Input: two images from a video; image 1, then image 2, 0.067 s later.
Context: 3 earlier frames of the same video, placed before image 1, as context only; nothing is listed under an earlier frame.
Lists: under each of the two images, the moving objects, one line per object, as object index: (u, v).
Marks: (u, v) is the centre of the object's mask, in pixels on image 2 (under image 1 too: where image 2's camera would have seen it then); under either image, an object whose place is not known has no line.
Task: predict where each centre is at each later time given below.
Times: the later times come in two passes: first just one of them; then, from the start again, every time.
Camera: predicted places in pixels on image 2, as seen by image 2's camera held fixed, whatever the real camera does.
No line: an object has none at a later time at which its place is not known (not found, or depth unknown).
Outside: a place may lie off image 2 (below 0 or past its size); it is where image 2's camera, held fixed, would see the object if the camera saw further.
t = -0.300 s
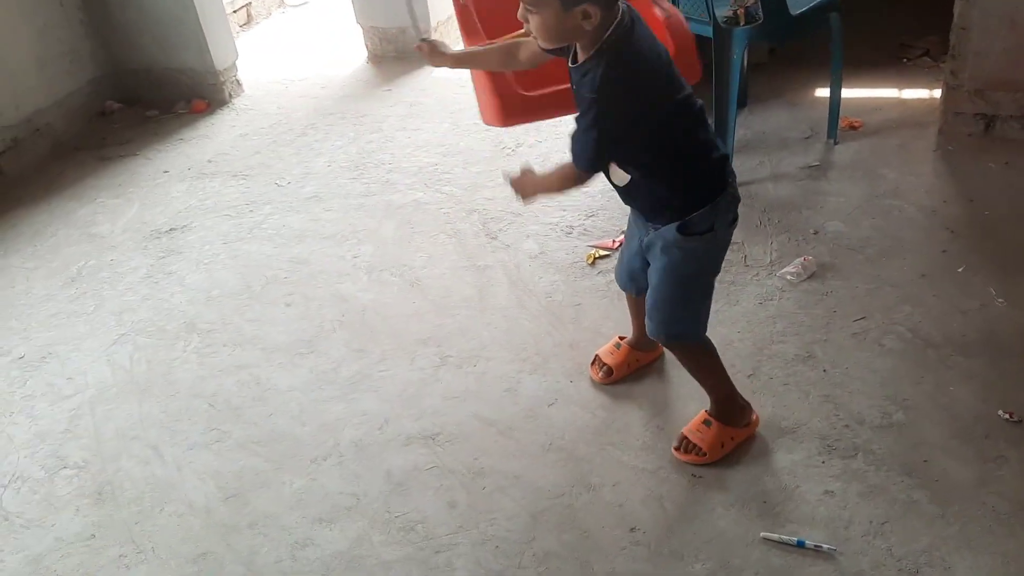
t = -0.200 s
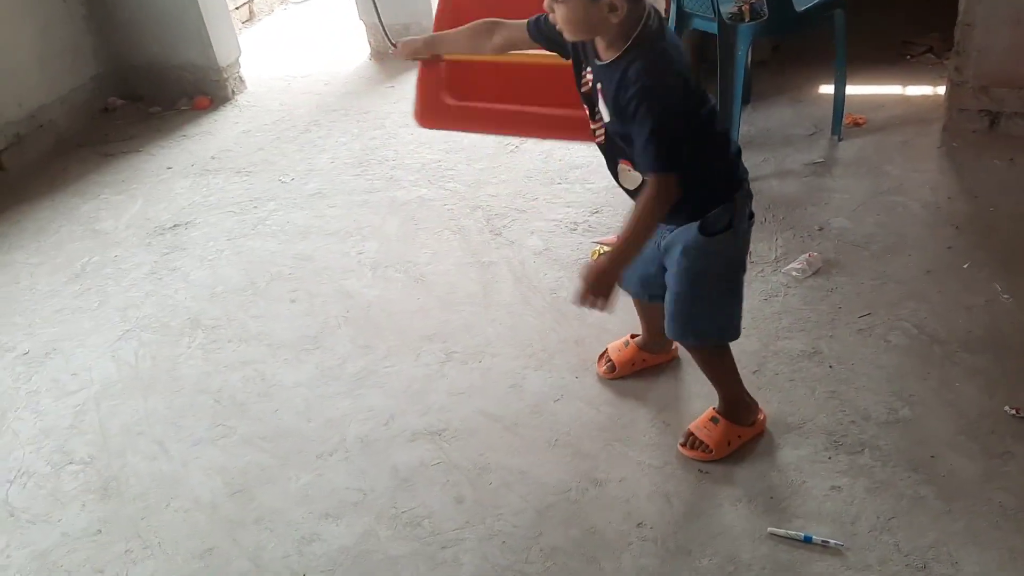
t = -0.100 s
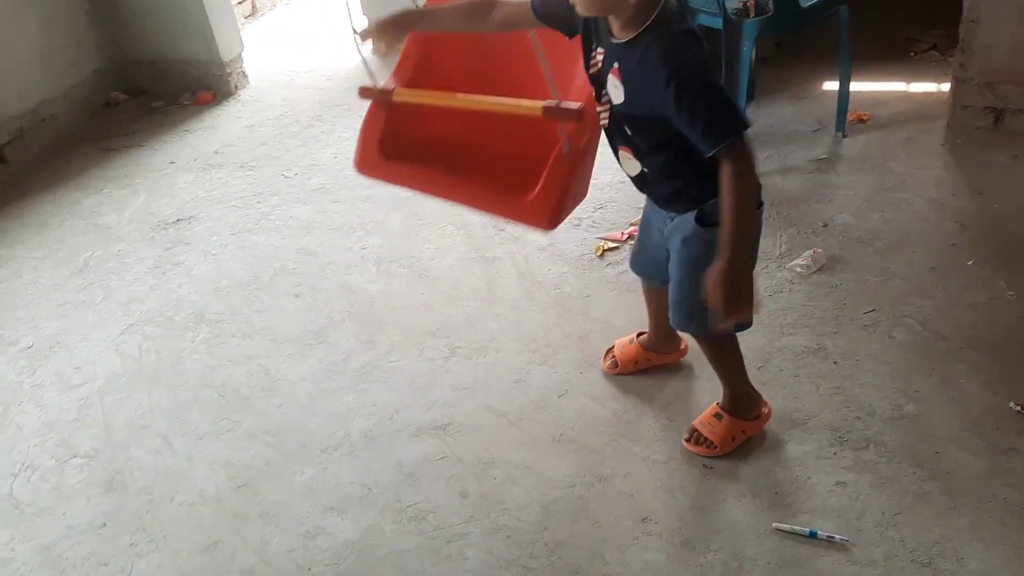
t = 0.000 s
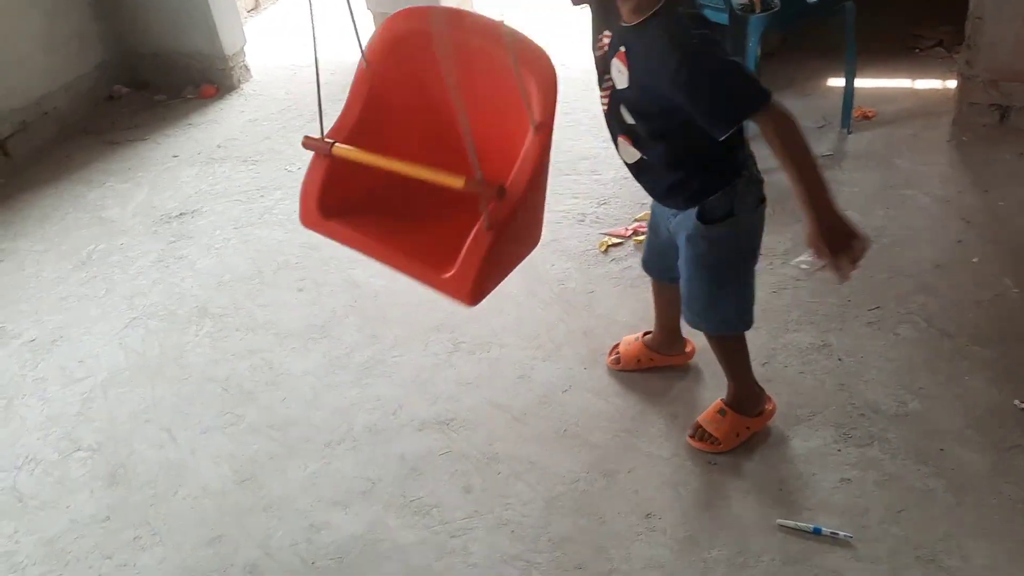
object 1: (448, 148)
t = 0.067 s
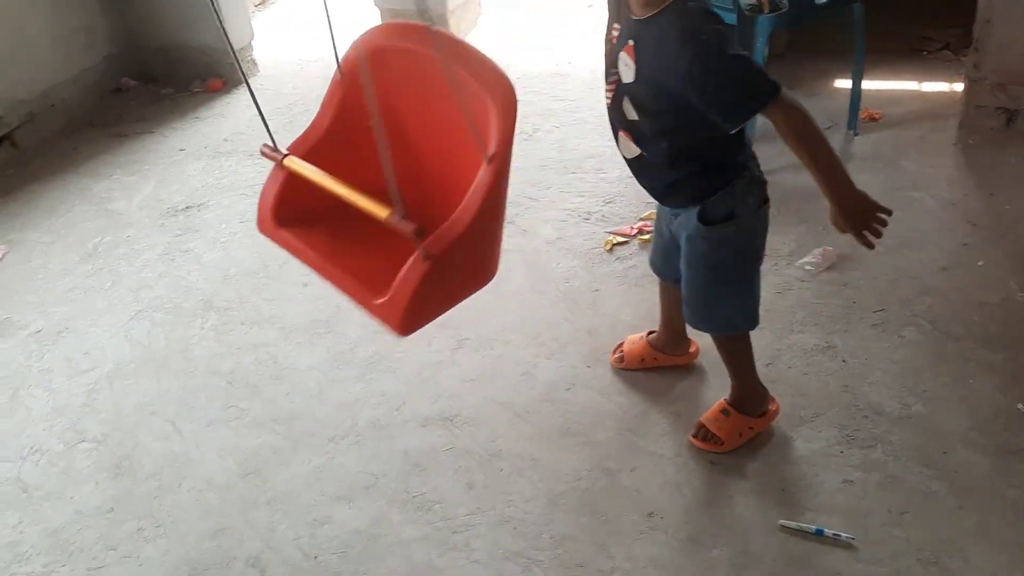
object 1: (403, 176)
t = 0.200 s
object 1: (294, 252)
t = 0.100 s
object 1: (384, 198)
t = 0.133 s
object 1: (351, 214)
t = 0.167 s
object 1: (322, 234)
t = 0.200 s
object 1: (294, 252)
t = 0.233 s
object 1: (262, 264)
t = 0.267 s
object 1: (226, 277)
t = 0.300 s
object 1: (192, 293)
